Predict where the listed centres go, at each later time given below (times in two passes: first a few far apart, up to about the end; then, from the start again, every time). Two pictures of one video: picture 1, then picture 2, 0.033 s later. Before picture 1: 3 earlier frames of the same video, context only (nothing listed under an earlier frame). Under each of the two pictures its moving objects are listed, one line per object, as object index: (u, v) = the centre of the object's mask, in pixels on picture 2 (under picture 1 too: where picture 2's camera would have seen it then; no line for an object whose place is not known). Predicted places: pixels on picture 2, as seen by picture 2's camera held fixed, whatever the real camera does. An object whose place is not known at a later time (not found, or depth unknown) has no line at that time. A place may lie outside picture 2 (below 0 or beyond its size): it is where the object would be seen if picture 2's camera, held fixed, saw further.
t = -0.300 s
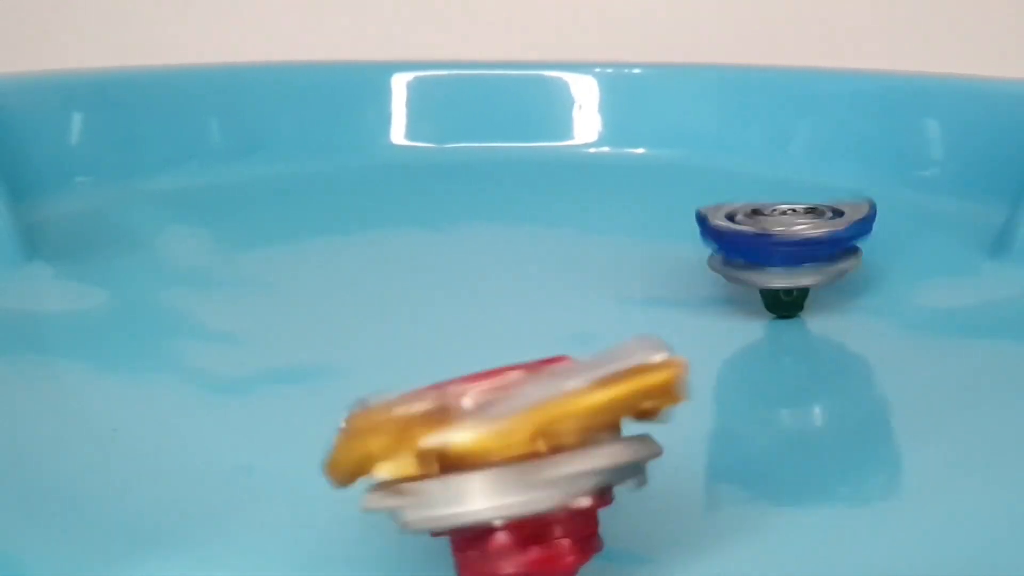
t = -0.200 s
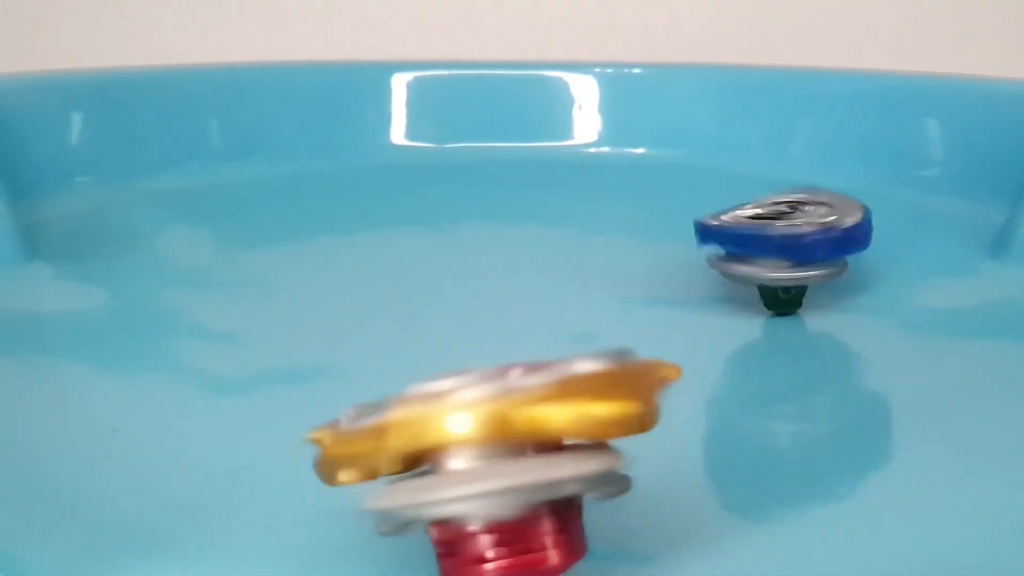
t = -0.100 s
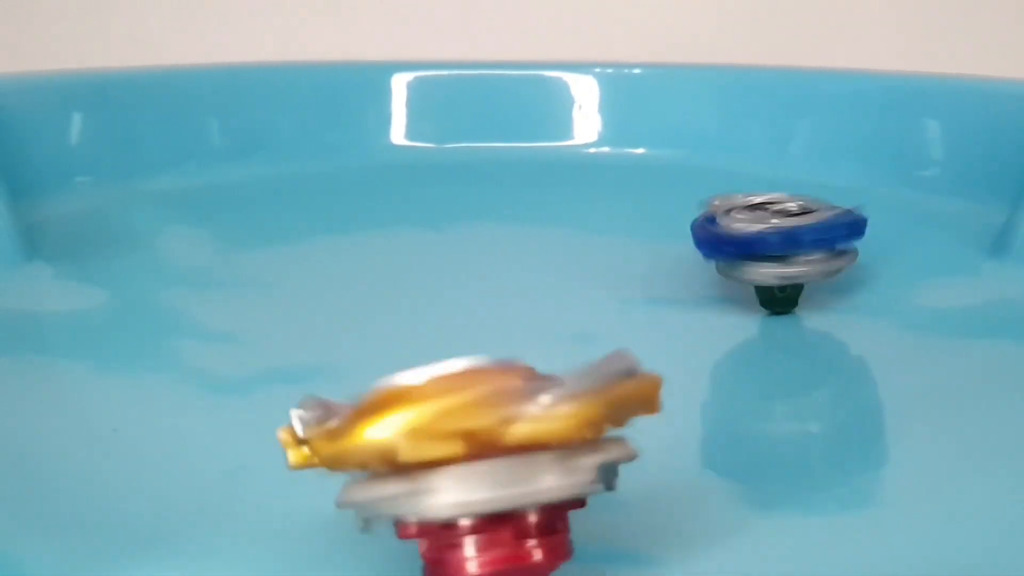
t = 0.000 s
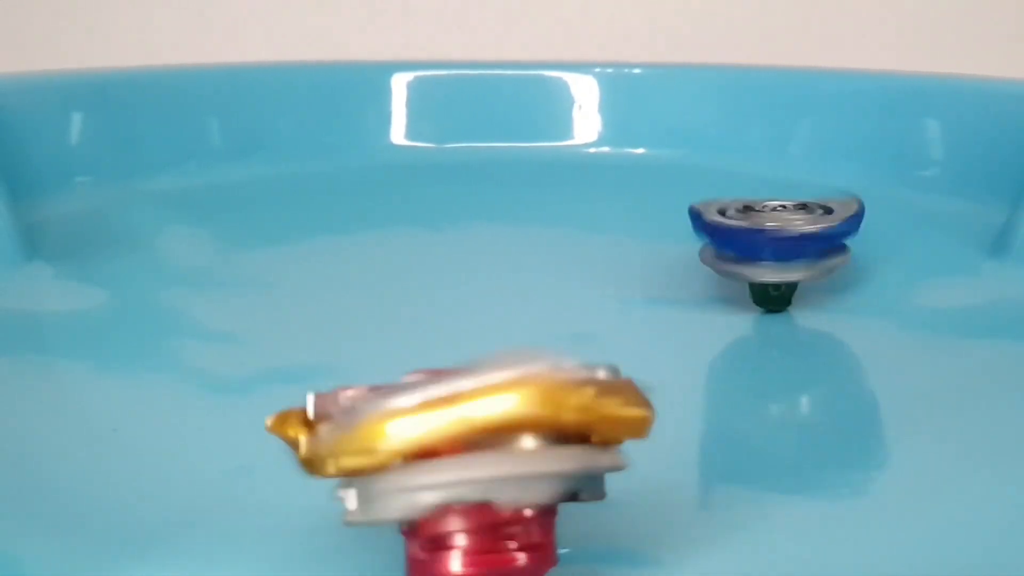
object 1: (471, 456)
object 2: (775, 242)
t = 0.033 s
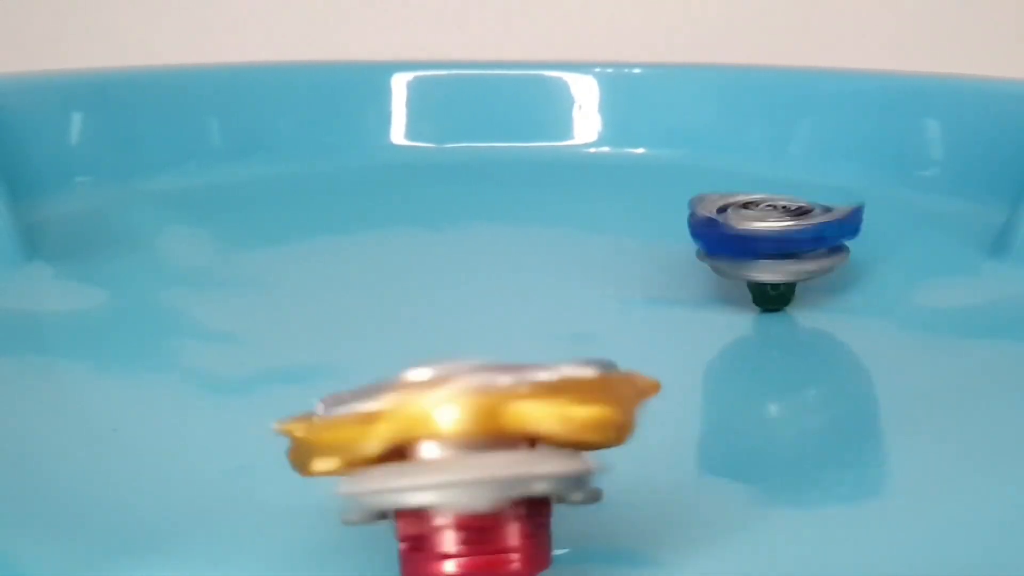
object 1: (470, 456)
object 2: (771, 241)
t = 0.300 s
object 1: (440, 454)
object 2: (761, 241)
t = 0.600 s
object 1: (404, 452)
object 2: (746, 241)
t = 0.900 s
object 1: (378, 446)
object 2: (729, 241)
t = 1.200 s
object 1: (357, 437)
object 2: (712, 243)
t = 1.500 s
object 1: (342, 424)
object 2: (694, 244)
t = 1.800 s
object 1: (340, 408)
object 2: (677, 245)
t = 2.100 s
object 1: (350, 394)
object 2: (661, 246)
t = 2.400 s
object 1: (363, 379)
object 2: (645, 246)
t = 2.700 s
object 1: (389, 368)
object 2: (629, 247)
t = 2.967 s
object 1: (412, 359)
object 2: (614, 246)
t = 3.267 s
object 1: (438, 347)
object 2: (601, 246)
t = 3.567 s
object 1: (470, 343)
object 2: (587, 245)
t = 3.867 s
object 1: (495, 331)
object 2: (576, 239)
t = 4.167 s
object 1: (527, 325)
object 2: (569, 230)
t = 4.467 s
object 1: (556, 318)
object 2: (552, 219)
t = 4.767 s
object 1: (581, 311)
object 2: (528, 221)
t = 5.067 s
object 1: (603, 307)
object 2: (520, 226)
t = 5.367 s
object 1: (622, 300)
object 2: (515, 232)
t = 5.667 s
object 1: (644, 302)
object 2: (514, 235)
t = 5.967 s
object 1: (657, 298)
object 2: (508, 233)
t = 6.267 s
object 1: (669, 301)
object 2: (502, 232)
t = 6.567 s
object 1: (682, 302)
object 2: (496, 230)
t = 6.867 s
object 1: (691, 306)
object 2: (490, 228)
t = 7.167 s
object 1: (697, 312)
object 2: (485, 227)
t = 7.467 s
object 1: (699, 319)
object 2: (480, 227)
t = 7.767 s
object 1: (694, 327)
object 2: (476, 226)
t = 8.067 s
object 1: (682, 330)
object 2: (473, 227)
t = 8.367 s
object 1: (665, 334)
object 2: (472, 228)
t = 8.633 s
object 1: (649, 336)
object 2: (477, 230)
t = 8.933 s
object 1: (622, 338)
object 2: (477, 230)
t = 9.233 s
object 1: (603, 336)
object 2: (478, 231)
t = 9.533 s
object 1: (581, 336)
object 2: (478, 232)
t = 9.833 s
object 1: (559, 333)
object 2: (479, 229)
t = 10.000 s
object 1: (551, 331)
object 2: (481, 227)
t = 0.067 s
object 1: (466, 456)
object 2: (772, 240)
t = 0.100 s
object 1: (459, 456)
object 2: (774, 240)
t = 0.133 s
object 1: (455, 455)
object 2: (772, 241)
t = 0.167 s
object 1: (457, 454)
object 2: (767, 241)
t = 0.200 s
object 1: (452, 454)
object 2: (764, 241)
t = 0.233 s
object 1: (449, 454)
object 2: (764, 240)
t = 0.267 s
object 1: (446, 454)
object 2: (765, 241)
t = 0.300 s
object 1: (440, 454)
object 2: (761, 241)
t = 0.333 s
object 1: (431, 454)
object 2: (757, 240)
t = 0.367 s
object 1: (424, 453)
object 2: (756, 239)
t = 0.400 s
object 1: (427, 453)
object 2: (759, 239)
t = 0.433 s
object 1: (422, 452)
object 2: (757, 239)
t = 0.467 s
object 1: (419, 451)
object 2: (753, 240)
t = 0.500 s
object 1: (419, 452)
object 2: (748, 240)
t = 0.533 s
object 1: (416, 453)
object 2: (749, 239)
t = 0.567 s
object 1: (409, 453)
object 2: (749, 240)
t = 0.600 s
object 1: (404, 452)
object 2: (746, 241)
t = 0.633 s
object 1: (405, 450)
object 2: (741, 240)
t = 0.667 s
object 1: (404, 450)
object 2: (740, 240)
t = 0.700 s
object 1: (398, 449)
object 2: (742, 239)
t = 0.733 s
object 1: (396, 449)
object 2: (741, 240)
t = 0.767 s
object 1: (393, 450)
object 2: (736, 241)
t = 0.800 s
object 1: (387, 450)
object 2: (732, 240)
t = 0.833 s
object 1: (379, 448)
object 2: (731, 240)
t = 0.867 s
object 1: (377, 446)
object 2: (732, 240)
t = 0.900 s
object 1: (378, 446)
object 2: (729, 241)
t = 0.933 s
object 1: (372, 444)
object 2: (724, 241)
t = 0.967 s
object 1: (371, 443)
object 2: (722, 241)
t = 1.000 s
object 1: (370, 443)
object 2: (724, 240)
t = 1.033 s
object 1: (367, 445)
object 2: (723, 240)
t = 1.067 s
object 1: (362, 443)
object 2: (719, 241)
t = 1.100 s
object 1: (362, 441)
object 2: (714, 241)
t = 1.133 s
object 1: (362, 439)
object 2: (713, 241)
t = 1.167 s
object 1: (359, 439)
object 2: (714, 242)
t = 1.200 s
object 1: (357, 437)
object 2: (712, 243)
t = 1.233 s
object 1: (356, 435)
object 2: (706, 243)
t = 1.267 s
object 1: (353, 435)
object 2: (704, 242)
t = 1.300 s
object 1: (348, 433)
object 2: (705, 242)
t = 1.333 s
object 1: (345, 430)
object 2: (705, 242)
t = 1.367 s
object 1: (345, 427)
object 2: (702, 243)
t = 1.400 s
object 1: (343, 427)
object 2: (696, 243)
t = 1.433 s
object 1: (343, 426)
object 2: (695, 243)
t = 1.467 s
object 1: (344, 425)
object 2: (696, 243)
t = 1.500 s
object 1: (342, 424)
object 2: (694, 244)
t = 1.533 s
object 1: (342, 424)
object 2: (690, 244)
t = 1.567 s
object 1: (342, 421)
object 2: (686, 243)
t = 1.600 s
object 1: (343, 418)
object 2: (687, 243)
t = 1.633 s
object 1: (341, 417)
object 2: (688, 243)
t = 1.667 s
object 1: (341, 415)
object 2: (685, 244)
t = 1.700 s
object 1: (343, 413)
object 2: (679, 245)
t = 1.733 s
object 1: (341, 410)
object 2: (678, 245)
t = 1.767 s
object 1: (340, 410)
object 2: (678, 244)
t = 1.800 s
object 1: (340, 408)
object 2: (677, 245)
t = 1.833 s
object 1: (340, 405)
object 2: (673, 245)
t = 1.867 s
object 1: (339, 402)
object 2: (669, 245)
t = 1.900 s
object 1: (339, 401)
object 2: (670, 245)
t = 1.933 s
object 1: (343, 401)
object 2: (671, 244)
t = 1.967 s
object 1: (344, 399)
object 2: (669, 245)
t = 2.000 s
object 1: (345, 399)
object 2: (664, 245)
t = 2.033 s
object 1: (347, 398)
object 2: (661, 245)
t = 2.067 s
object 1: (350, 397)
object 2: (661, 245)
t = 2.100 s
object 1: (350, 394)
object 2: (661, 246)
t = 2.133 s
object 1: (350, 392)
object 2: (658, 246)
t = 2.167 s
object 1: (354, 391)
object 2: (653, 246)
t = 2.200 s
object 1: (356, 389)
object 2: (653, 246)
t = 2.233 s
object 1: (355, 386)
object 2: (654, 246)
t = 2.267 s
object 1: (357, 386)
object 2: (653, 246)
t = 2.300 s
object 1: (359, 384)
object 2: (648, 247)
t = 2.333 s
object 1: (361, 383)
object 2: (645, 246)
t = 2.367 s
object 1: (360, 380)
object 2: (644, 246)
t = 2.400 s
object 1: (363, 379)
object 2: (645, 246)
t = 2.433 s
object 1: (369, 379)
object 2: (642, 247)
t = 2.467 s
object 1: (371, 378)
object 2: (638, 246)
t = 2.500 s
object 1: (373, 376)
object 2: (637, 246)
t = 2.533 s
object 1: (377, 377)
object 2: (637, 246)
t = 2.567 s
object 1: (380, 376)
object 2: (637, 246)
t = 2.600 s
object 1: (381, 374)
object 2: (633, 247)
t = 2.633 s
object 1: (383, 371)
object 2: (629, 246)
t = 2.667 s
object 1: (389, 369)
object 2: (629, 247)
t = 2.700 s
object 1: (389, 368)
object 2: (629, 247)
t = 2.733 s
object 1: (391, 366)
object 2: (628, 248)
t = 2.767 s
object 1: (394, 364)
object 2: (624, 247)
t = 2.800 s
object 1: (397, 364)
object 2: (622, 247)
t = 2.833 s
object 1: (399, 362)
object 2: (622, 246)
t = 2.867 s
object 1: (399, 361)
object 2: (623, 246)
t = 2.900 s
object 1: (406, 359)
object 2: (620, 247)
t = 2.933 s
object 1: (410, 359)
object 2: (615, 246)
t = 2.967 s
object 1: (412, 359)
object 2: (614, 246)
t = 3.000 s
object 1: (416, 358)
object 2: (616, 246)
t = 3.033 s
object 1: (420, 357)
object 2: (615, 247)
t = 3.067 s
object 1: (424, 358)
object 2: (610, 246)
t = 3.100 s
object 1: (425, 357)
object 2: (608, 246)
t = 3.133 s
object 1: (428, 354)
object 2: (608, 246)
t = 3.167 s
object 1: (431, 353)
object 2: (609, 246)
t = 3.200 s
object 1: (433, 352)
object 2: (607, 246)
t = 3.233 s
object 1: (435, 350)
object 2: (602, 246)
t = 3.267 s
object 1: (438, 347)
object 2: (601, 246)
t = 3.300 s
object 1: (443, 347)
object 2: (601, 246)
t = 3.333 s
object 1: (444, 346)
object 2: (601, 246)
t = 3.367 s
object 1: (446, 344)
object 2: (597, 246)
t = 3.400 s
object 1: (452, 344)
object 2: (594, 245)
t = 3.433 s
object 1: (455, 344)
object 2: (594, 245)
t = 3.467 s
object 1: (458, 344)
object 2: (595, 245)
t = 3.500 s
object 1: (463, 343)
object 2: (594, 245)
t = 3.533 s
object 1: (467, 343)
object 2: (589, 245)
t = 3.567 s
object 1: (470, 343)
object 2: (587, 245)
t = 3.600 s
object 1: (470, 342)
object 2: (587, 245)
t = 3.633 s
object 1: (475, 341)
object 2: (587, 245)
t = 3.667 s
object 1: (477, 339)
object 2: (585, 245)
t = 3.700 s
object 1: (479, 337)
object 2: (582, 244)
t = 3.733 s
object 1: (482, 334)
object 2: (581, 243)
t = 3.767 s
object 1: (487, 332)
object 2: (583, 241)
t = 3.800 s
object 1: (490, 332)
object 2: (584, 242)
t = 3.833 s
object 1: (492, 332)
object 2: (579, 240)
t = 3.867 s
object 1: (495, 331)
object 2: (576, 239)
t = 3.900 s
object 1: (500, 331)
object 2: (578, 239)
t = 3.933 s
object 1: (503, 331)
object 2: (580, 237)
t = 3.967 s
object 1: (507, 330)
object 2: (579, 236)
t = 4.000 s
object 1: (511, 329)
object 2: (576, 234)
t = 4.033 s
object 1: (515, 328)
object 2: (574, 232)
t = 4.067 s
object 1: (518, 327)
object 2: (573, 231)
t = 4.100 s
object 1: (519, 326)
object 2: (576, 233)
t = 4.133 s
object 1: (523, 325)
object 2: (575, 232)
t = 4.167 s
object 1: (527, 325)
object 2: (569, 230)
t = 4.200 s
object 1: (530, 323)
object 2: (568, 228)
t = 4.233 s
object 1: (532, 322)
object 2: (572, 226)
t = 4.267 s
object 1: (537, 321)
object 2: (570, 227)
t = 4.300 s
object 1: (540, 321)
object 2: (561, 225)
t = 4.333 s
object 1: (542, 320)
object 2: (560, 225)
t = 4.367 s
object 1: (545, 319)
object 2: (562, 224)
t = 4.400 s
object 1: (548, 319)
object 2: (565, 223)
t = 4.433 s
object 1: (553, 318)
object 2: (558, 221)
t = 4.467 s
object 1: (556, 318)
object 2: (552, 219)
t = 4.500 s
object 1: (559, 316)
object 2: (545, 221)
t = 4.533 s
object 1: (562, 316)
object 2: (548, 221)
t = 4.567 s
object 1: (564, 315)
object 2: (552, 220)
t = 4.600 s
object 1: (567, 314)
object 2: (544, 221)
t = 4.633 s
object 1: (570, 315)
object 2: (536, 221)
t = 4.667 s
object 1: (572, 314)
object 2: (535, 219)
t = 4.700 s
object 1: (575, 312)
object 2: (543, 217)
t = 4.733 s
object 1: (577, 312)
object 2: (536, 222)
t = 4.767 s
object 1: (581, 311)
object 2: (528, 221)
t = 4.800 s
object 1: (582, 310)
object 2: (527, 219)
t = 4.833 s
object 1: (583, 309)
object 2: (529, 221)
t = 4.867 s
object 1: (588, 308)
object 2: (528, 223)
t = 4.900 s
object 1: (591, 308)
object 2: (524, 223)
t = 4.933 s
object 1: (593, 307)
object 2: (519, 220)
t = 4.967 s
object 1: (596, 306)
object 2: (516, 224)
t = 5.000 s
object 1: (600, 307)
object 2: (520, 224)
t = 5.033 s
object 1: (602, 307)
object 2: (523, 225)
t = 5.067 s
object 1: (603, 307)
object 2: (520, 226)
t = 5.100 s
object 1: (605, 306)
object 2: (515, 227)
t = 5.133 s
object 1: (609, 306)
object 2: (516, 227)
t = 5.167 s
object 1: (609, 305)
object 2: (519, 226)
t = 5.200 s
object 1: (611, 304)
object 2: (516, 230)
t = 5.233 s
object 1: (613, 303)
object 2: (513, 230)
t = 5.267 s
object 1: (615, 302)
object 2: (512, 228)
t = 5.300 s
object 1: (616, 301)
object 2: (514, 229)
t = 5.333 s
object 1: (618, 300)
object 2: (516, 232)
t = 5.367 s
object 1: (622, 300)
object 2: (515, 232)
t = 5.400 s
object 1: (626, 299)
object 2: (510, 231)
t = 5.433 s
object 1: (628, 299)
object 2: (510, 232)
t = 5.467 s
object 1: (631, 299)
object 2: (514, 234)
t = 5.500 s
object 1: (634, 299)
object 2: (517, 235)
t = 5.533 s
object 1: (636, 300)
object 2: (513, 234)
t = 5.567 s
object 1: (638, 301)
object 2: (509, 233)
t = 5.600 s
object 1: (640, 302)
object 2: (511, 234)
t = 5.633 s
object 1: (642, 301)
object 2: (515, 234)
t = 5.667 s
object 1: (644, 302)
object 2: (514, 235)
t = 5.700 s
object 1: (644, 302)
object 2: (508, 233)
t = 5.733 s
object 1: (646, 301)
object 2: (508, 234)
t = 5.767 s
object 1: (647, 301)
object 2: (510, 233)
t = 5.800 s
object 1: (647, 301)
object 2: (511, 235)
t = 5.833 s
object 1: (649, 300)
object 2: (508, 234)
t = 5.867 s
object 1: (651, 299)
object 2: (504, 233)
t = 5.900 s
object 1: (653, 299)
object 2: (505, 233)
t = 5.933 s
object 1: (655, 298)
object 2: (508, 233)
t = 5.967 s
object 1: (657, 298)
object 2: (508, 233)
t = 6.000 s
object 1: (661, 298)
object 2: (504, 233)
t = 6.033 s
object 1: (661, 299)
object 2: (501, 232)
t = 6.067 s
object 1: (662, 299)
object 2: (502, 232)
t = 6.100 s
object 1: (663, 299)
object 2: (504, 233)
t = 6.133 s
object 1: (665, 300)
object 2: (502, 233)
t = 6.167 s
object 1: (666, 300)
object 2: (498, 232)
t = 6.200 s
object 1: (666, 300)
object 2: (498, 231)
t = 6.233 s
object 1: (667, 300)
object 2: (501, 231)
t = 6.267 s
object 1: (669, 301)
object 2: (502, 232)
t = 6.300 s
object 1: (669, 301)
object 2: (499, 232)
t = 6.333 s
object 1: (670, 301)
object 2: (494, 231)
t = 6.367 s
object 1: (673, 300)
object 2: (495, 231)
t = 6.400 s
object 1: (675, 300)
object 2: (498, 231)
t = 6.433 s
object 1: (675, 300)
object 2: (497, 231)
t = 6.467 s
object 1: (678, 299)
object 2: (493, 231)
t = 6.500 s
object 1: (681, 300)
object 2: (491, 230)
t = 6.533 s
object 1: (682, 302)
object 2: (493, 230)
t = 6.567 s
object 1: (682, 302)
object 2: (496, 230)
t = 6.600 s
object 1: (683, 302)
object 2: (494, 230)
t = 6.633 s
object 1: (685, 303)
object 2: (490, 230)
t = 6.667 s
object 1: (685, 305)
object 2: (489, 229)
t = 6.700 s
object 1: (685, 305)
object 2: (491, 229)
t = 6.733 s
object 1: (687, 305)
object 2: (492, 230)
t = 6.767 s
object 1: (689, 306)
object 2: (489, 230)
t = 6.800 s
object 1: (688, 308)
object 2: (486, 229)
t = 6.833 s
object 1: (688, 308)
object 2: (487, 228)
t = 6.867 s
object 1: (691, 306)
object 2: (490, 228)
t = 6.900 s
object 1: (692, 307)
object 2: (490, 229)
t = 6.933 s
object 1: (691, 308)
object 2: (486, 229)
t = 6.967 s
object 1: (693, 308)
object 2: (483, 228)
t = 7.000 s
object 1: (696, 308)
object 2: (485, 227)
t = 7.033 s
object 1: (697, 309)
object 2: (487, 228)
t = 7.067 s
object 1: (695, 310)
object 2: (486, 228)
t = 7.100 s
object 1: (696, 311)
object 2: (482, 228)
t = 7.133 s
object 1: (698, 310)
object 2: (481, 227)
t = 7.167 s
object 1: (697, 312)
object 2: (485, 227)
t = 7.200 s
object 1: (696, 314)
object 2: (486, 228)
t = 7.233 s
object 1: (697, 315)
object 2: (483, 228)
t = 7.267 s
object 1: (699, 315)
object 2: (479, 227)
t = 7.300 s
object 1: (698, 316)
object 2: (480, 226)
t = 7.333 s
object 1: (696, 317)
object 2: (483, 227)
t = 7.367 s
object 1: (697, 318)
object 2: (482, 227)
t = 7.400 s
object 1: (699, 317)
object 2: (479, 228)
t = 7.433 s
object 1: (698, 318)
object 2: (477, 227)
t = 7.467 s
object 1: (699, 319)
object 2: (480, 227)
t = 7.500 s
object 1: (699, 320)
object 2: (482, 227)
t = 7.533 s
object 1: (699, 320)
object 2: (481, 227)
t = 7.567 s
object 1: (699, 320)
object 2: (477, 227)
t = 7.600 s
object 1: (697, 322)
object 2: (476, 226)
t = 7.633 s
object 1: (698, 322)
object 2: (479, 226)
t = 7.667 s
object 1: (698, 322)
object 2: (480, 227)
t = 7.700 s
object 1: (695, 324)
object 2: (478, 228)
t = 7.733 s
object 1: (695, 325)
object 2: (474, 227)
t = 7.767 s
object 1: (694, 327)
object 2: (476, 226)
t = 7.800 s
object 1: (691, 327)
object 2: (480, 227)
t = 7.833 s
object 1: (691, 326)
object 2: (479, 227)
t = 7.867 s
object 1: (689, 329)
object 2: (476, 228)
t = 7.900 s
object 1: (689, 328)
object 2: (474, 227)
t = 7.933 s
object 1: (688, 328)
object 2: (476, 227)
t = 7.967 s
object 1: (687, 329)
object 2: (478, 228)
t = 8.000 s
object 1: (686, 330)
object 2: (477, 228)
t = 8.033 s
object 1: (683, 331)
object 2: (474, 228)
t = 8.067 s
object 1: (682, 330)
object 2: (473, 227)
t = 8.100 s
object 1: (682, 330)
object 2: (477, 227)
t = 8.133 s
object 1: (679, 332)
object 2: (479, 228)
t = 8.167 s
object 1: (677, 331)
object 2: (477, 228)
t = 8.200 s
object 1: (676, 332)
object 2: (473, 228)
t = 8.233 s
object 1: (674, 333)
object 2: (474, 227)
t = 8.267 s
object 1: (671, 334)
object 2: (477, 228)
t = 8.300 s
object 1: (667, 334)
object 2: (477, 229)
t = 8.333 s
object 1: (665, 334)
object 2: (475, 229)
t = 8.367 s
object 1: (665, 334)
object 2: (472, 228)
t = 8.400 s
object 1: (661, 335)
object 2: (475, 228)
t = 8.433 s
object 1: (659, 335)
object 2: (478, 228)
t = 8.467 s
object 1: (659, 335)
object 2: (478, 229)
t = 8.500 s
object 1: (657, 335)
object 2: (474, 229)
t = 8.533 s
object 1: (653, 336)
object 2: (473, 229)
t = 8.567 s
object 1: (649, 336)
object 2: (475, 229)
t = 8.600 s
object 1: (649, 335)
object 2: (478, 229)
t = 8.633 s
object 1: (649, 336)
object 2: (477, 230)
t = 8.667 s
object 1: (644, 337)
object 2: (473, 229)
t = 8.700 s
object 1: (642, 336)
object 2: (474, 228)
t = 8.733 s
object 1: (640, 336)
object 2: (477, 229)
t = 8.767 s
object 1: (637, 337)
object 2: (479, 229)
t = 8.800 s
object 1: (632, 337)
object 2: (476, 230)
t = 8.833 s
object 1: (628, 337)
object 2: (473, 230)
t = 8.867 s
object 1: (628, 337)
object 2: (474, 229)
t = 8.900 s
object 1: (625, 337)
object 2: (477, 229)
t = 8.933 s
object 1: (622, 338)
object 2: (477, 230)
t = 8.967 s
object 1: (621, 337)
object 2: (474, 231)
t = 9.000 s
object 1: (621, 337)
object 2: (473, 230)
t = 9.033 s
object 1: (617, 337)
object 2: (476, 230)
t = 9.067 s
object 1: (612, 337)
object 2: (479, 230)
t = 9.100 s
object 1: (610, 337)
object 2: (478, 231)
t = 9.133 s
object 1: (611, 337)
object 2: (474, 231)
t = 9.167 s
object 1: (607, 337)
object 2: (474, 230)
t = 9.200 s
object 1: (604, 337)
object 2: (477, 230)
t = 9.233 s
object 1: (603, 336)
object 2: (478, 231)
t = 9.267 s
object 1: (600, 336)
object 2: (476, 232)
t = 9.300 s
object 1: (595, 336)
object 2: (473, 232)
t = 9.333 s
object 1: (590, 336)
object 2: (475, 230)
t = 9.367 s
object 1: (589, 335)
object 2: (478, 230)
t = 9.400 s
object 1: (589, 335)
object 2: (479, 232)
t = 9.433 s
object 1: (585, 336)
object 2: (476, 232)
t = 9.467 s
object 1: (583, 335)
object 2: (473, 231)
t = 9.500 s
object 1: (583, 336)
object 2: (476, 231)
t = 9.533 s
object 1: (581, 336)
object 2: (478, 232)
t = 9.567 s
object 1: (577, 335)
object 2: (478, 232)
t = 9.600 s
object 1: (574, 335)
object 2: (475, 232)
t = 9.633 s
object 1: (574, 335)
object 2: (474, 231)
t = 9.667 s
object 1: (574, 335)
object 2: (477, 230)
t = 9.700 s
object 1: (569, 334)
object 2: (480, 229)
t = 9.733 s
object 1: (567, 334)
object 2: (479, 230)
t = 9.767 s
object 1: (567, 333)
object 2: (475, 231)
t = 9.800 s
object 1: (564, 334)
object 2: (476, 230)
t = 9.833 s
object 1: (559, 333)
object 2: (479, 229)
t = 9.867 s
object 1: (555, 331)
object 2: (480, 228)
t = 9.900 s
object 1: (556, 330)
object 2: (477, 229)
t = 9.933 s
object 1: (555, 331)
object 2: (474, 229)
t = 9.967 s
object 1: (553, 331)
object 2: (477, 227)
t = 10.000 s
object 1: (551, 331)
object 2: (481, 227)
